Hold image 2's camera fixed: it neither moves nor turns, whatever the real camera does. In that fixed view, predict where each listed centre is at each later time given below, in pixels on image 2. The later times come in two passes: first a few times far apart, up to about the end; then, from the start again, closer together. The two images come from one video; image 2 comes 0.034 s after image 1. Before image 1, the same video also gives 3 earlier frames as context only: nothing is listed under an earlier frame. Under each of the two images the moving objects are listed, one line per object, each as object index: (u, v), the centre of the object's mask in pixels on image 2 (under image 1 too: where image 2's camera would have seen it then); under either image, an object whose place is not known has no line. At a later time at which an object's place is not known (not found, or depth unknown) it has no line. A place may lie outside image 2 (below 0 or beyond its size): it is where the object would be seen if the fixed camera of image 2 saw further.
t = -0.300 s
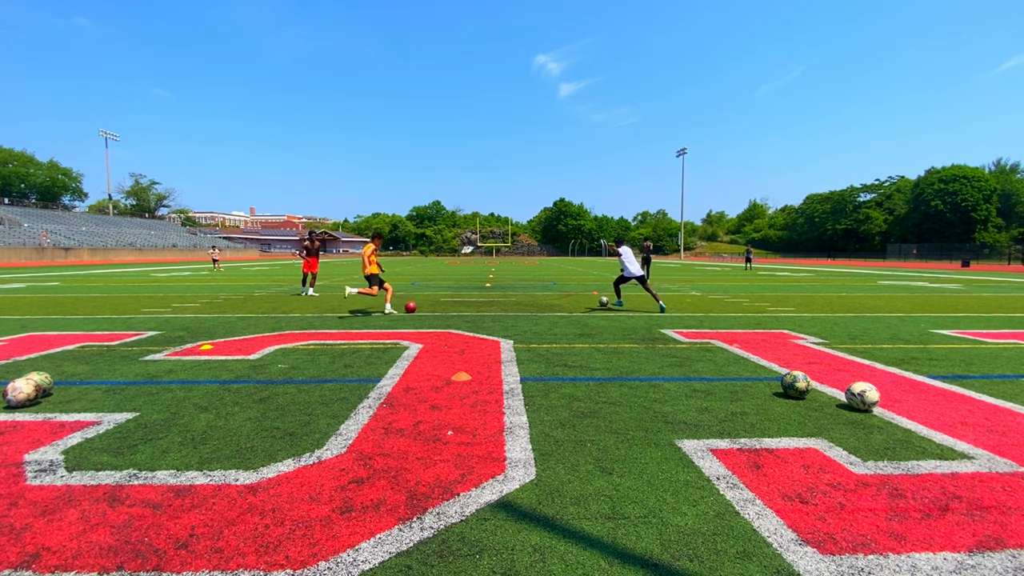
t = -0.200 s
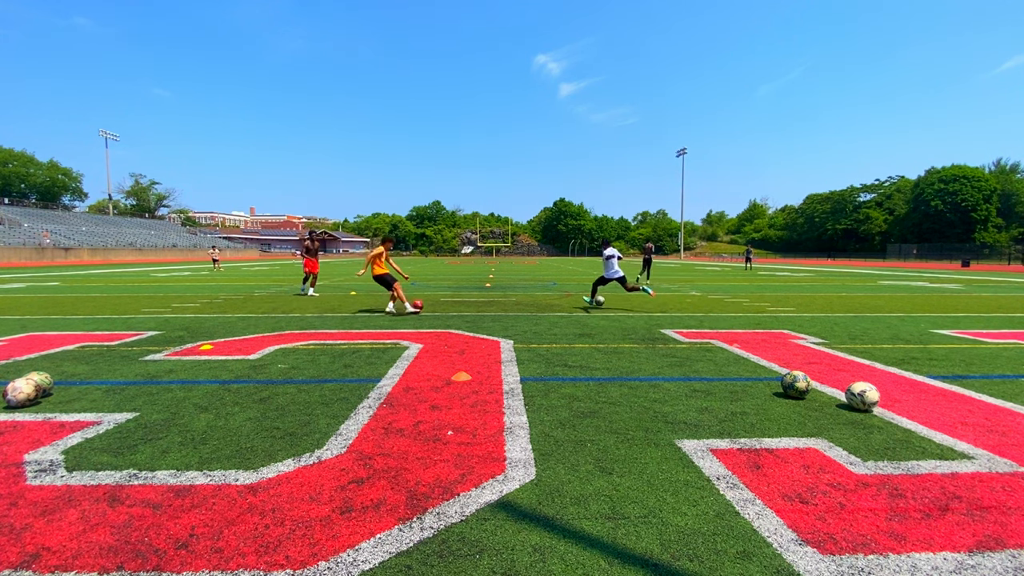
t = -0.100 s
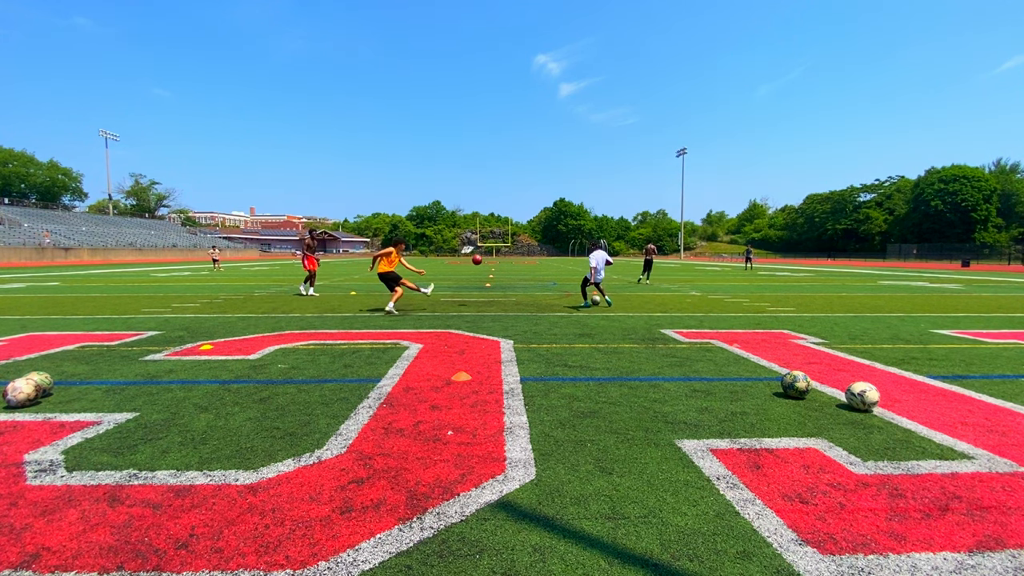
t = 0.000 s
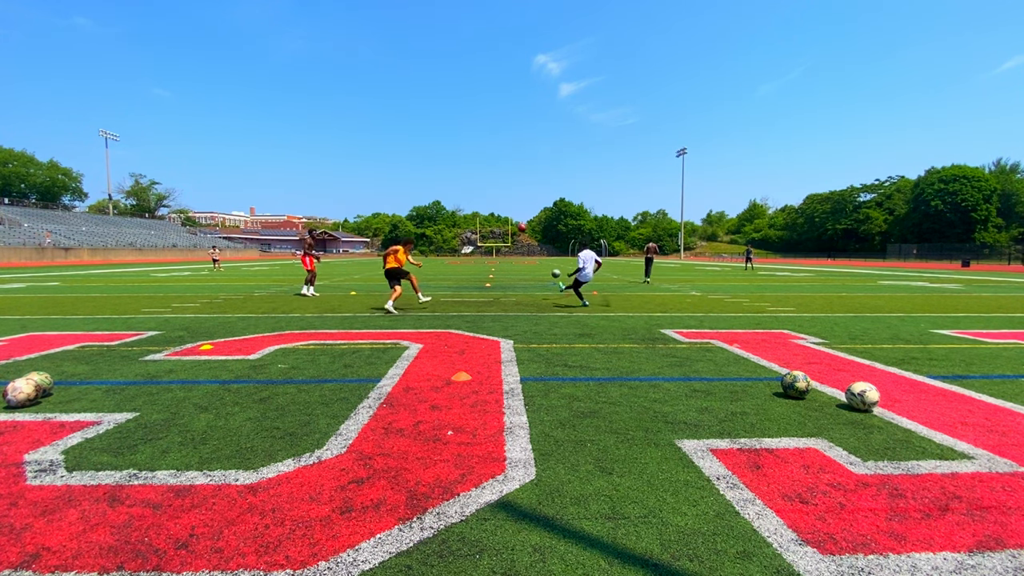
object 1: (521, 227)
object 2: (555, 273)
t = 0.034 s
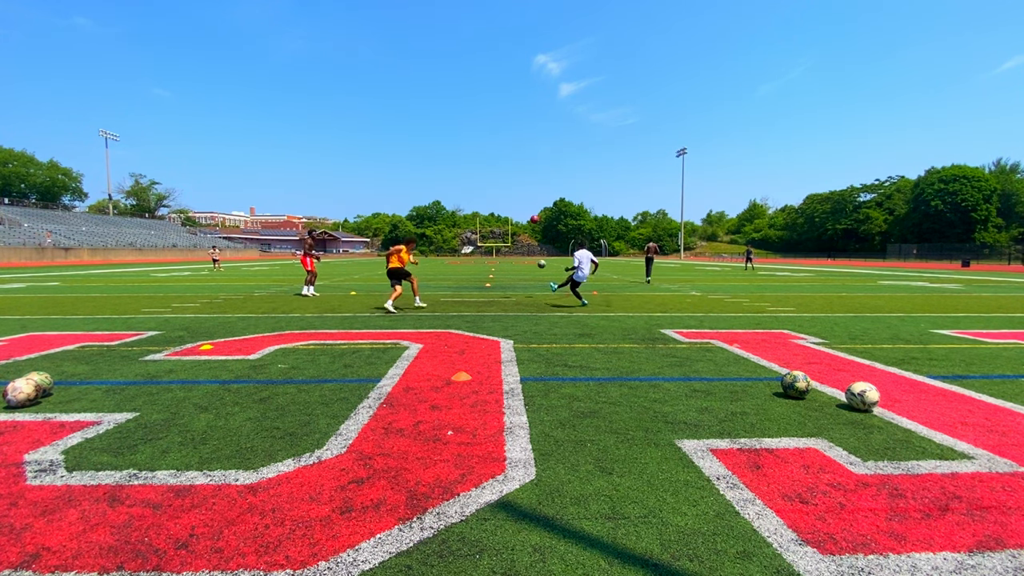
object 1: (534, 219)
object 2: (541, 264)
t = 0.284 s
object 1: (603, 180)
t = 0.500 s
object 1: (640, 170)
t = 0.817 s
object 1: (673, 176)
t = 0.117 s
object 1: (562, 201)
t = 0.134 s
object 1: (567, 199)
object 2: (505, 241)
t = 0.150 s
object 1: (571, 197)
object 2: (500, 237)
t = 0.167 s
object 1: (576, 194)
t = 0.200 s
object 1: (584, 189)
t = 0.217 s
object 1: (588, 187)
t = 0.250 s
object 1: (596, 184)
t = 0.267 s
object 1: (600, 182)
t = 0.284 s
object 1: (603, 180)
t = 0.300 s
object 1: (607, 179)
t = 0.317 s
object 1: (610, 177)
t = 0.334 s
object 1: (613, 176)
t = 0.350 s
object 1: (616, 175)
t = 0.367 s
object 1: (619, 174)
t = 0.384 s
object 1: (622, 173)
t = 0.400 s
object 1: (625, 172)
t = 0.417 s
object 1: (628, 172)
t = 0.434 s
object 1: (631, 171)
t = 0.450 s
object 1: (633, 171)
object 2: (429, 202)
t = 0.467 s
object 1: (635, 170)
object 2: (426, 202)
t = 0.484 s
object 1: (638, 170)
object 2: (424, 202)
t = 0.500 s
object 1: (640, 170)
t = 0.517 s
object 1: (643, 169)
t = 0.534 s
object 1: (645, 169)
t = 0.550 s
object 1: (647, 169)
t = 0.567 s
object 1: (649, 169)
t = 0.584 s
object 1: (651, 169)
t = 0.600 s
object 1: (653, 169)
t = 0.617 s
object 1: (654, 169)
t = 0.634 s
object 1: (656, 170)
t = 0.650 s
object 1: (658, 170)
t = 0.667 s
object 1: (660, 170)
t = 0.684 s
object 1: (661, 171)
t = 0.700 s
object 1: (663, 171)
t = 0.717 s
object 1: (664, 172)
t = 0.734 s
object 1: (666, 172)
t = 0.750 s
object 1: (668, 173)
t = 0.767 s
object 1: (669, 174)
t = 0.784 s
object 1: (670, 174)
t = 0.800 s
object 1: (671, 175)
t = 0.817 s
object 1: (673, 176)
